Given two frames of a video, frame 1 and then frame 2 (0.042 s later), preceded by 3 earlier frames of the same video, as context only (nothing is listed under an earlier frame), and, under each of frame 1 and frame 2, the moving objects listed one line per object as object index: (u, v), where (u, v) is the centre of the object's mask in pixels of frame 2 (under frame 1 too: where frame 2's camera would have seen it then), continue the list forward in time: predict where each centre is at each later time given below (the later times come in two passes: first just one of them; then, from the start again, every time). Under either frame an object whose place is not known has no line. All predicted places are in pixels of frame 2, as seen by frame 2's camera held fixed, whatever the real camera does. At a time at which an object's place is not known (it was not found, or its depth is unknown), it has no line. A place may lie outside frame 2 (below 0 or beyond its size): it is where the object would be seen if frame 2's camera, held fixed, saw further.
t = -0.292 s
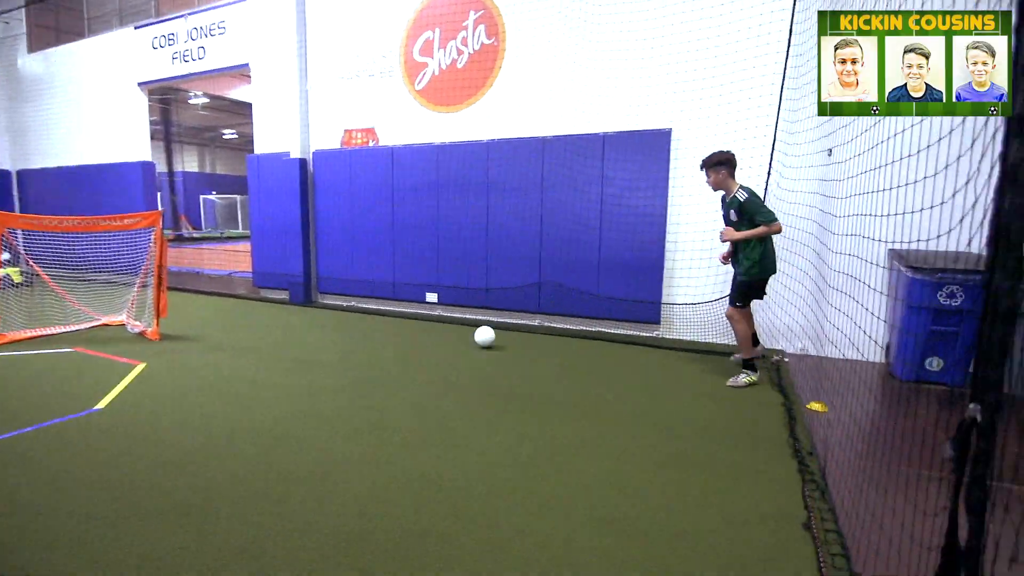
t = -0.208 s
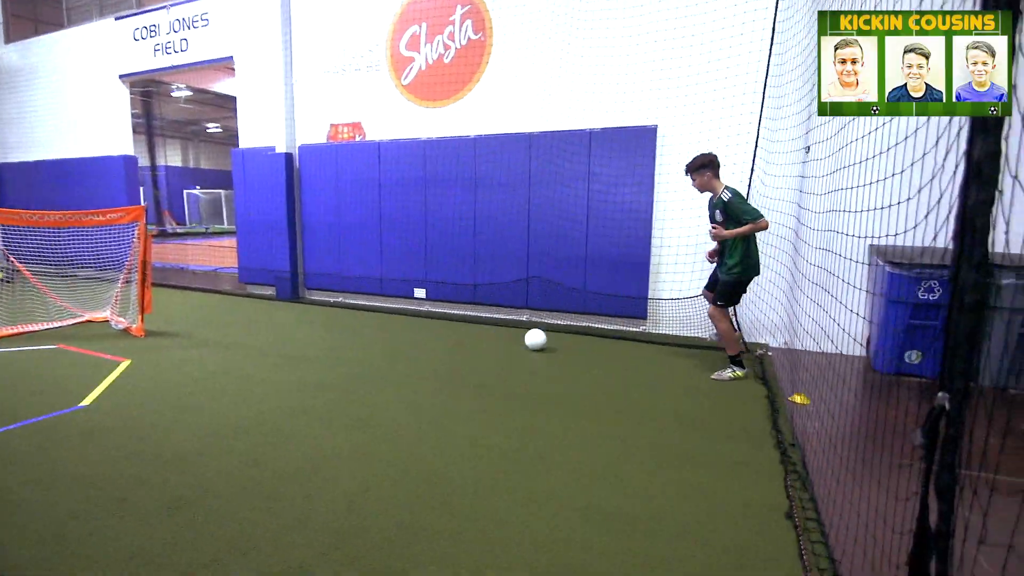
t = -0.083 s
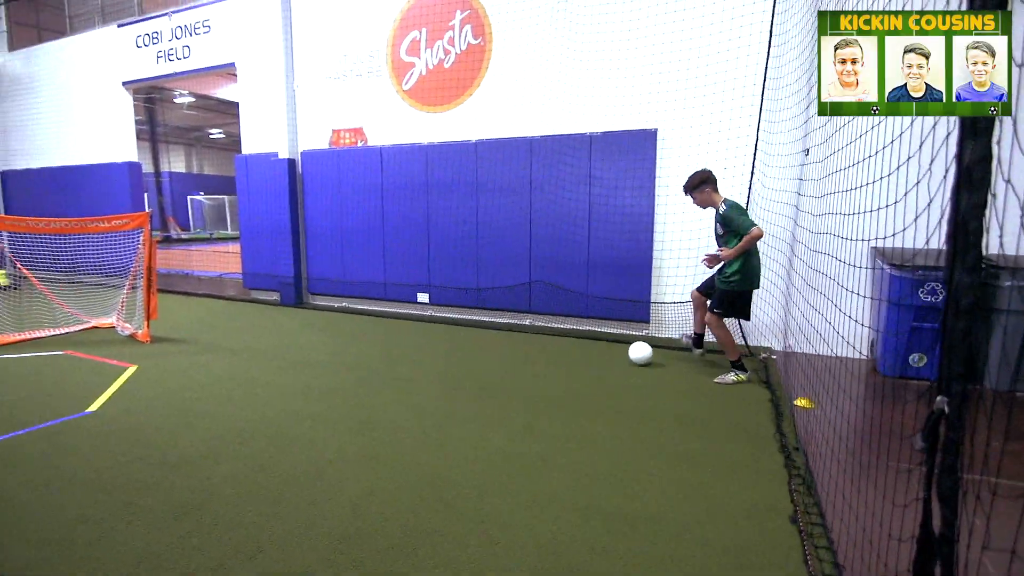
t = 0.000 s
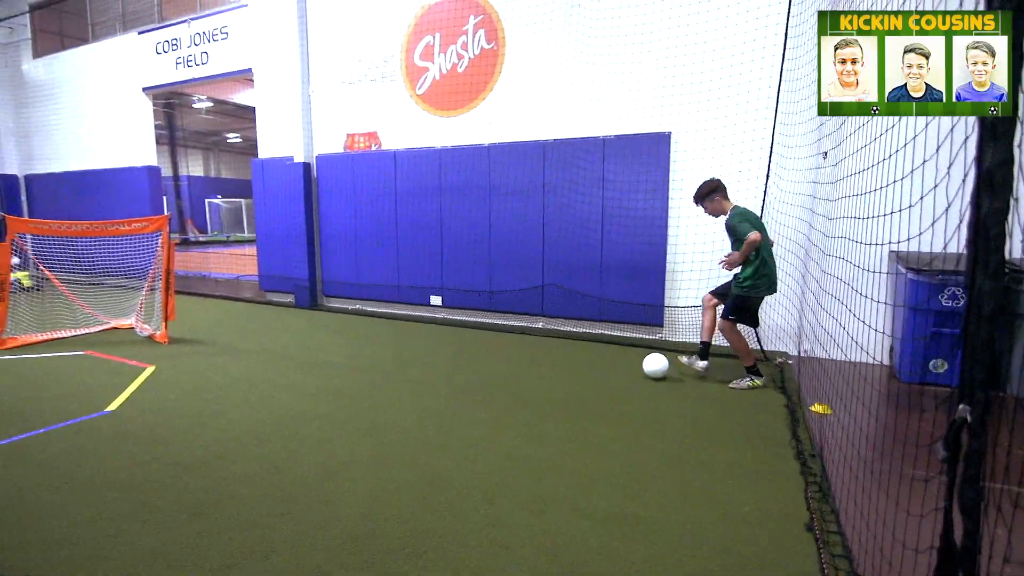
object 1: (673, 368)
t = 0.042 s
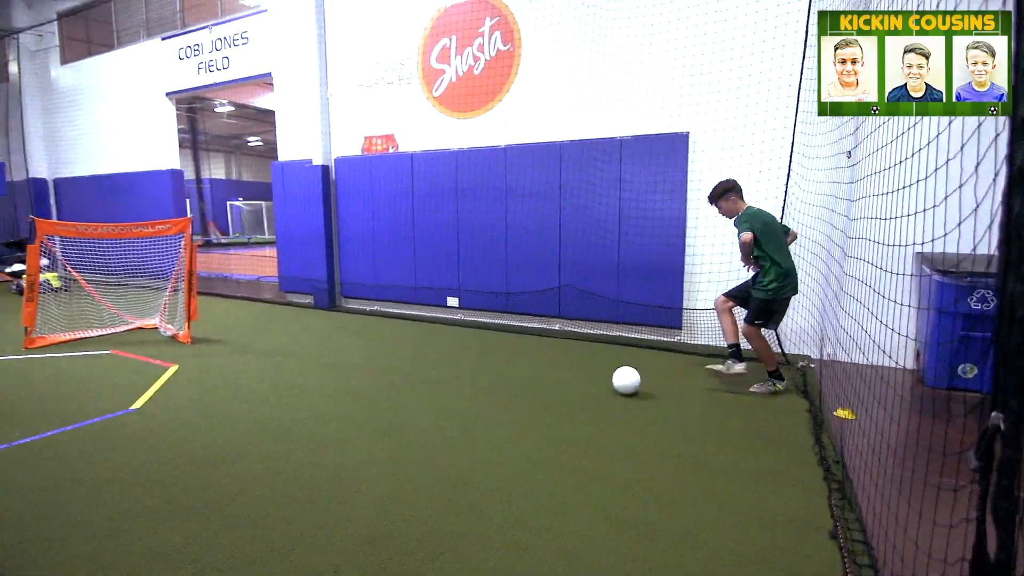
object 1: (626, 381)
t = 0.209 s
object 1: (529, 410)
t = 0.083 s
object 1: (602, 389)
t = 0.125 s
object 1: (579, 396)
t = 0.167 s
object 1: (553, 404)
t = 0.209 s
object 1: (529, 410)
